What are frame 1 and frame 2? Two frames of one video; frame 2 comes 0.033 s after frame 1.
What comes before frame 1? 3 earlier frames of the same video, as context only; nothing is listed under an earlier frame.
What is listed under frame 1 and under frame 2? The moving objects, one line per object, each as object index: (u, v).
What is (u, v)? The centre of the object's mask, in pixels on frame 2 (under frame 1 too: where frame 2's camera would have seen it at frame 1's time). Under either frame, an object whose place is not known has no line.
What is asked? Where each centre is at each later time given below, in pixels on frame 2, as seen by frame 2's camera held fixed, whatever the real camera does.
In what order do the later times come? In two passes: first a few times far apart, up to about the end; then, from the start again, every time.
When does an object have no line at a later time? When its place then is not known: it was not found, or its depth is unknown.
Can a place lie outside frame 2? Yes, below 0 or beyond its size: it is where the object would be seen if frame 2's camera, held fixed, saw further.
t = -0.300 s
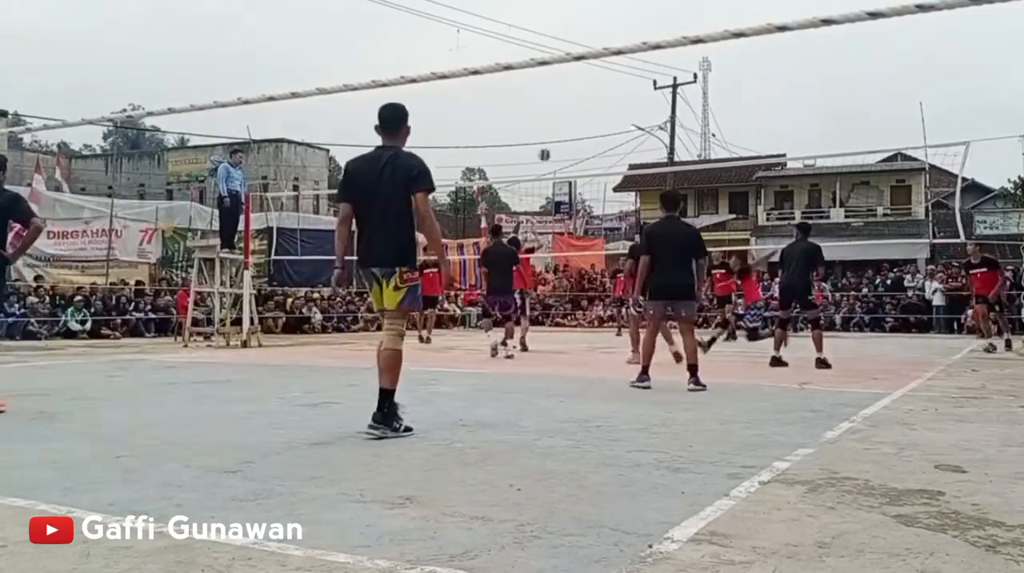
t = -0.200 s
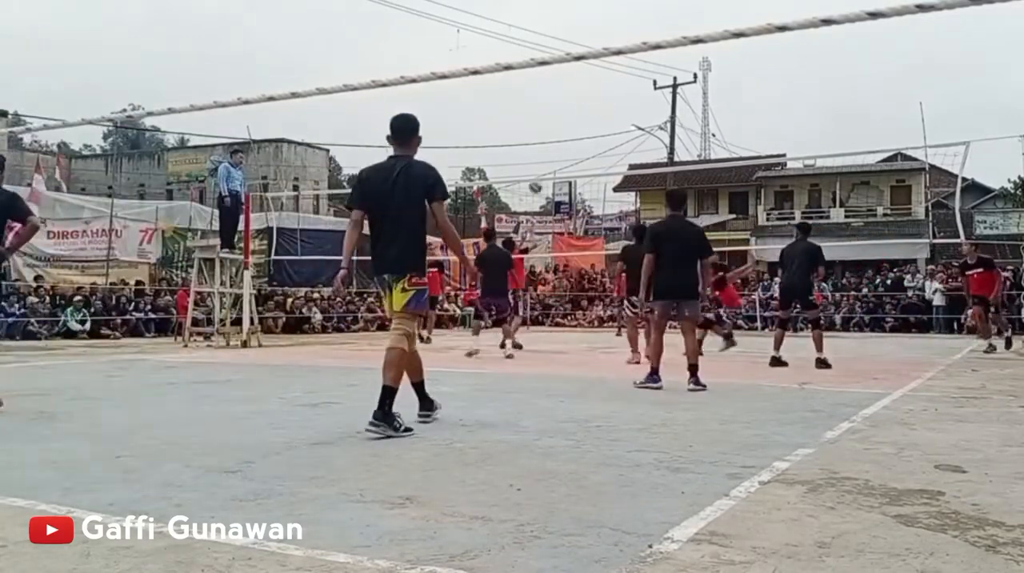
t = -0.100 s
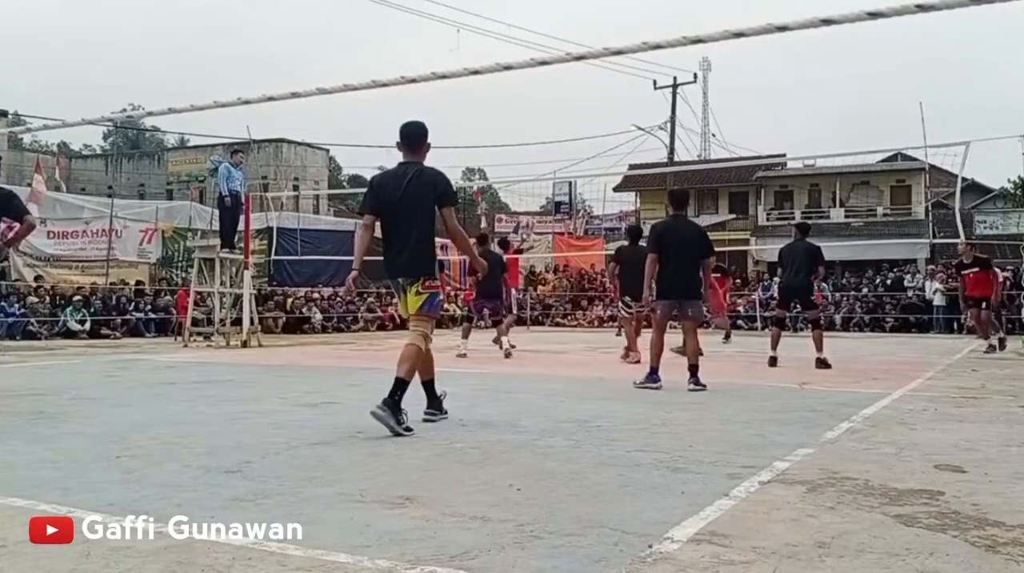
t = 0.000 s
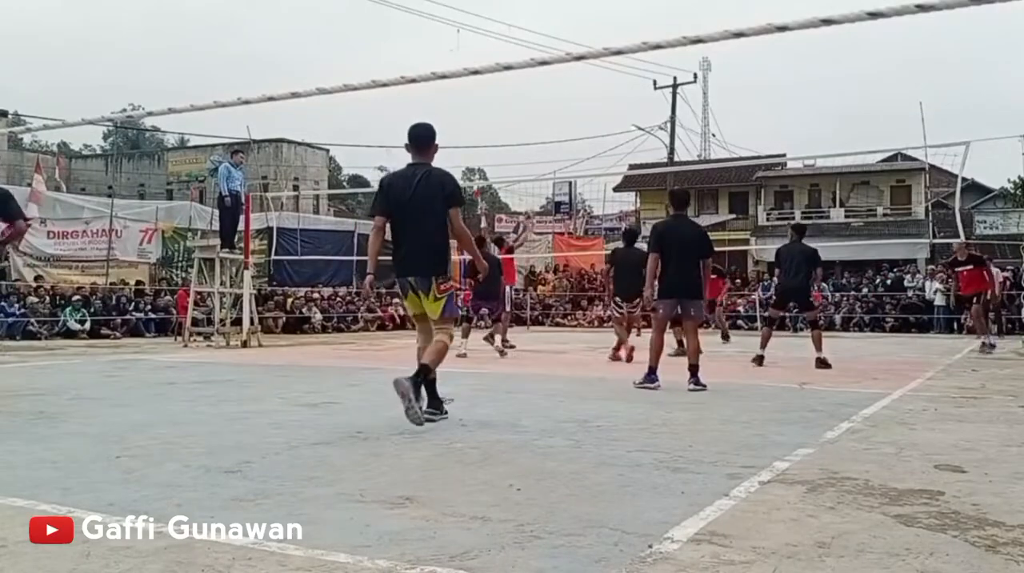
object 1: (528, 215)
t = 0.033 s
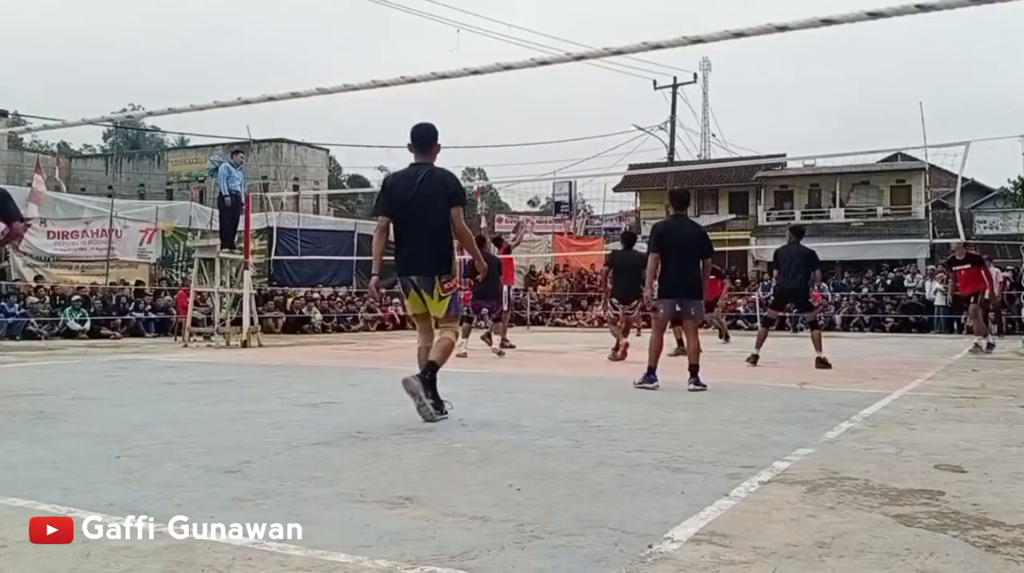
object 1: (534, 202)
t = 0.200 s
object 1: (555, 146)
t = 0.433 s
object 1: (584, 99)
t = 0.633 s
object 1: (609, 87)
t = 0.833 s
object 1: (634, 102)
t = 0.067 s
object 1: (538, 189)
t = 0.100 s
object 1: (543, 177)
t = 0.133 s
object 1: (546, 166)
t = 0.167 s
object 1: (551, 156)
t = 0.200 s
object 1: (555, 146)
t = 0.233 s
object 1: (559, 137)
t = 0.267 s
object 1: (563, 129)
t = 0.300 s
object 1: (567, 122)
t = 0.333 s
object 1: (572, 115)
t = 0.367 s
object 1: (576, 109)
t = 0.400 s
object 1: (580, 104)
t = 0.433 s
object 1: (584, 99)
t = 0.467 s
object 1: (588, 96)
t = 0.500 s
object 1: (593, 93)
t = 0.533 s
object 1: (596, 90)
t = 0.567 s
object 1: (601, 89)
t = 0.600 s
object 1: (605, 88)
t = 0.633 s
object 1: (609, 87)
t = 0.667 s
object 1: (613, 88)
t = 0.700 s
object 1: (617, 89)
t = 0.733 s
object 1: (621, 91)
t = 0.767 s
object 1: (625, 94)
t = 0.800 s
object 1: (629, 98)
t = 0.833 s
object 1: (634, 102)
